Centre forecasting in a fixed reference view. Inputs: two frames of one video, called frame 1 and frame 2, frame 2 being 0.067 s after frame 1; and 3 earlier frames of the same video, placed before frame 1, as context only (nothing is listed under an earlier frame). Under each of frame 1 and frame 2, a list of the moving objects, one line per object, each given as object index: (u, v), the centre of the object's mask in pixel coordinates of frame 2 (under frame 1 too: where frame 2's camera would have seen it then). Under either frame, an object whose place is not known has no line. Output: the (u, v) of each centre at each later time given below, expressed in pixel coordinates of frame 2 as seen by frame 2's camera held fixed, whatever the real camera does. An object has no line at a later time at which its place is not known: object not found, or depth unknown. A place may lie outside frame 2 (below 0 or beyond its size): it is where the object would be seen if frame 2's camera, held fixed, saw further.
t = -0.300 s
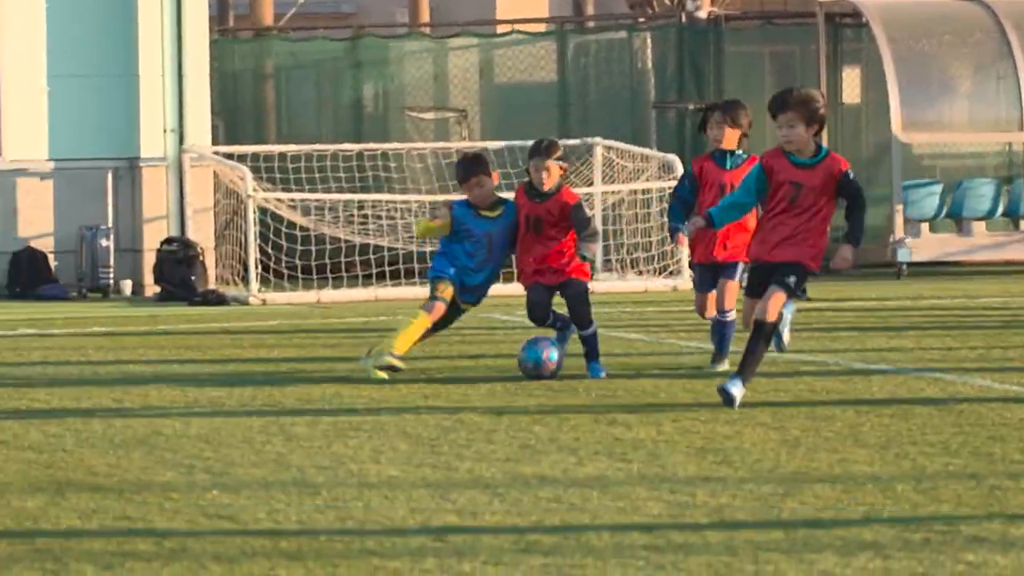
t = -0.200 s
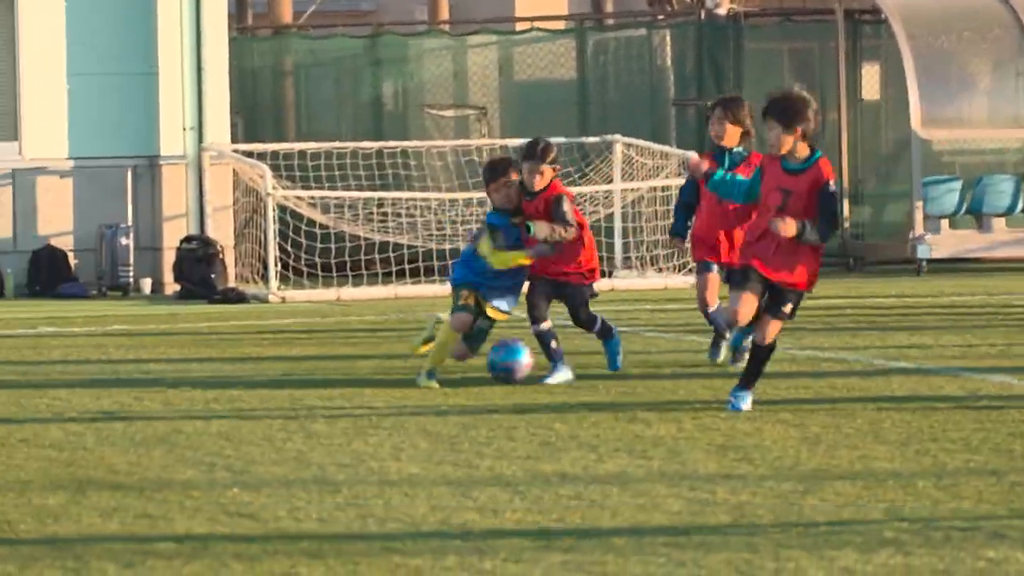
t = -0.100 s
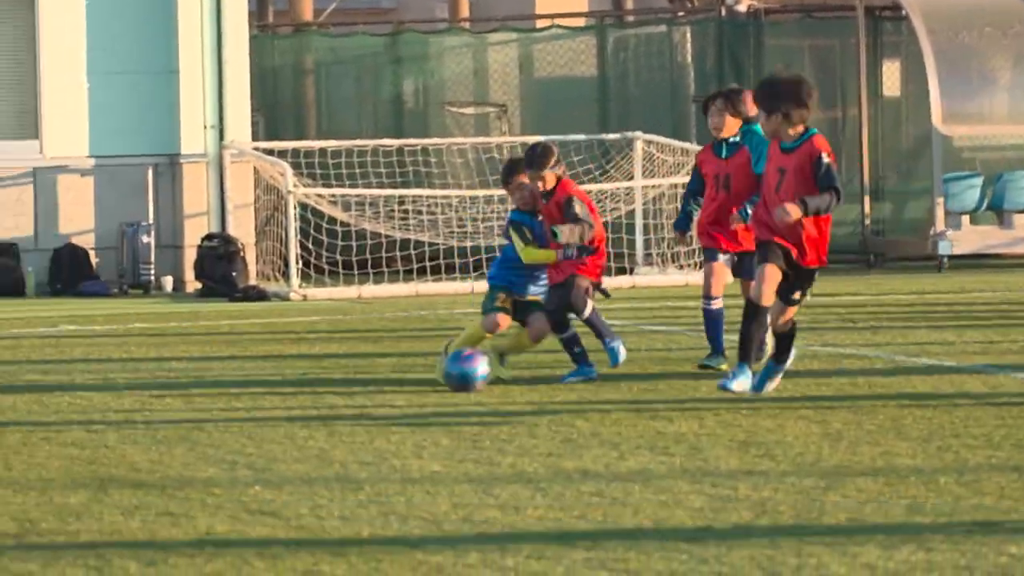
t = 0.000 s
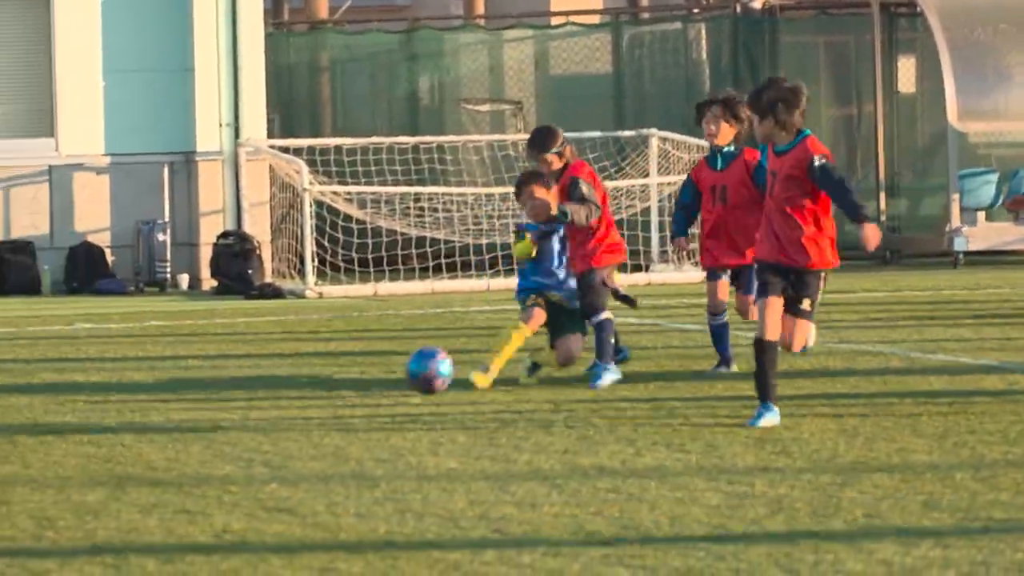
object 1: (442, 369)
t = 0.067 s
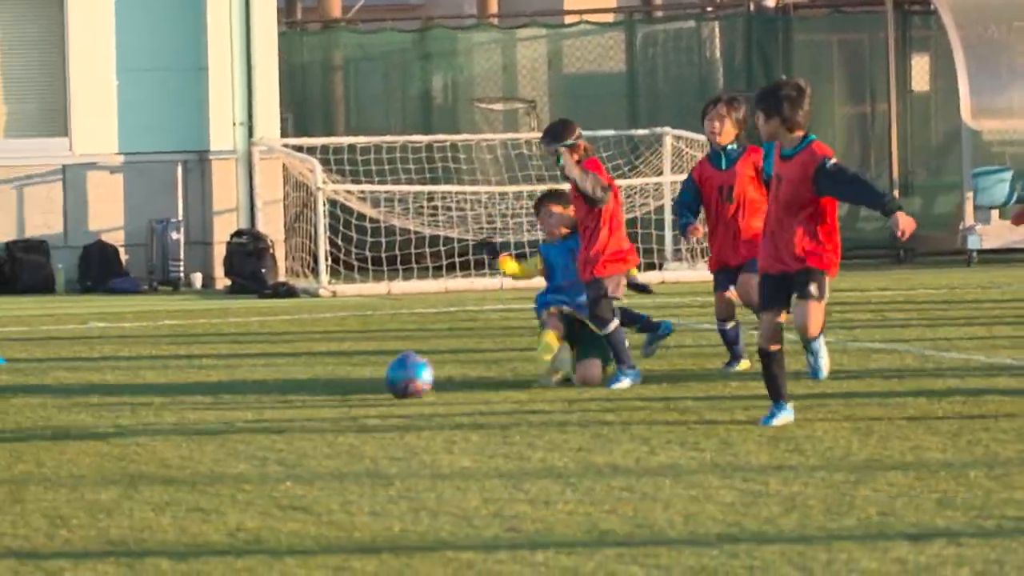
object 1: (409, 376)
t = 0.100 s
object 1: (396, 376)
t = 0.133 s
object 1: (382, 377)
